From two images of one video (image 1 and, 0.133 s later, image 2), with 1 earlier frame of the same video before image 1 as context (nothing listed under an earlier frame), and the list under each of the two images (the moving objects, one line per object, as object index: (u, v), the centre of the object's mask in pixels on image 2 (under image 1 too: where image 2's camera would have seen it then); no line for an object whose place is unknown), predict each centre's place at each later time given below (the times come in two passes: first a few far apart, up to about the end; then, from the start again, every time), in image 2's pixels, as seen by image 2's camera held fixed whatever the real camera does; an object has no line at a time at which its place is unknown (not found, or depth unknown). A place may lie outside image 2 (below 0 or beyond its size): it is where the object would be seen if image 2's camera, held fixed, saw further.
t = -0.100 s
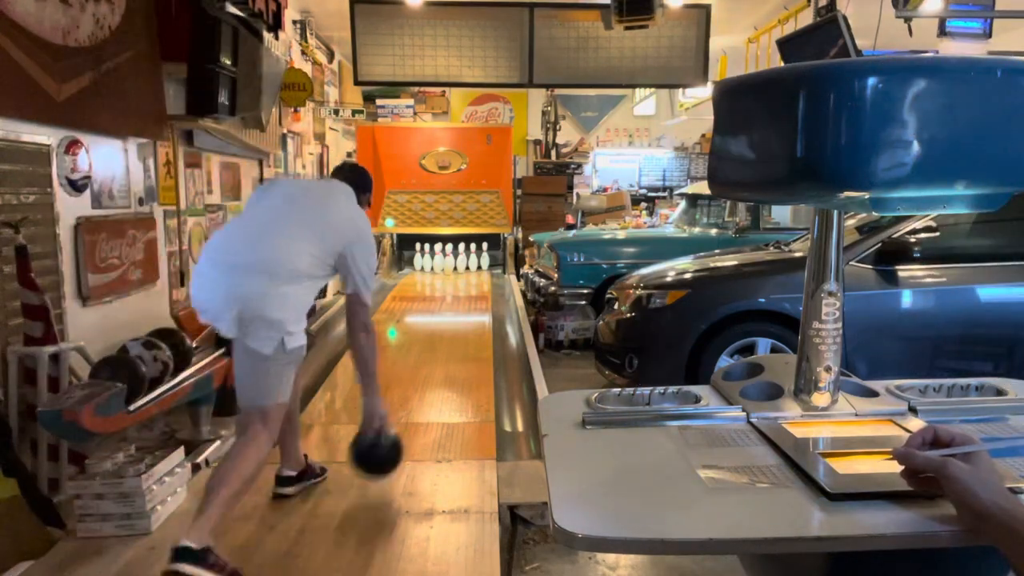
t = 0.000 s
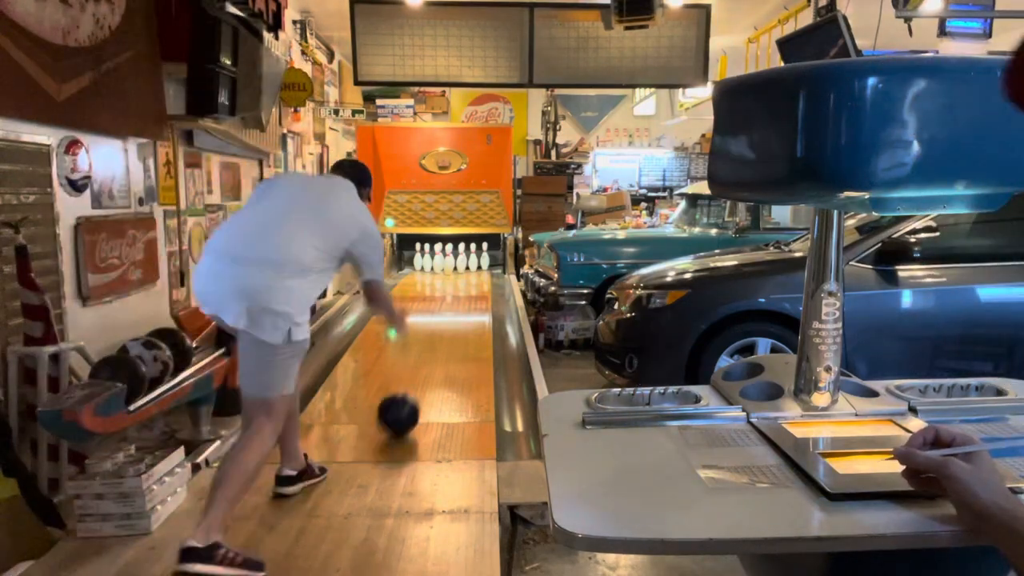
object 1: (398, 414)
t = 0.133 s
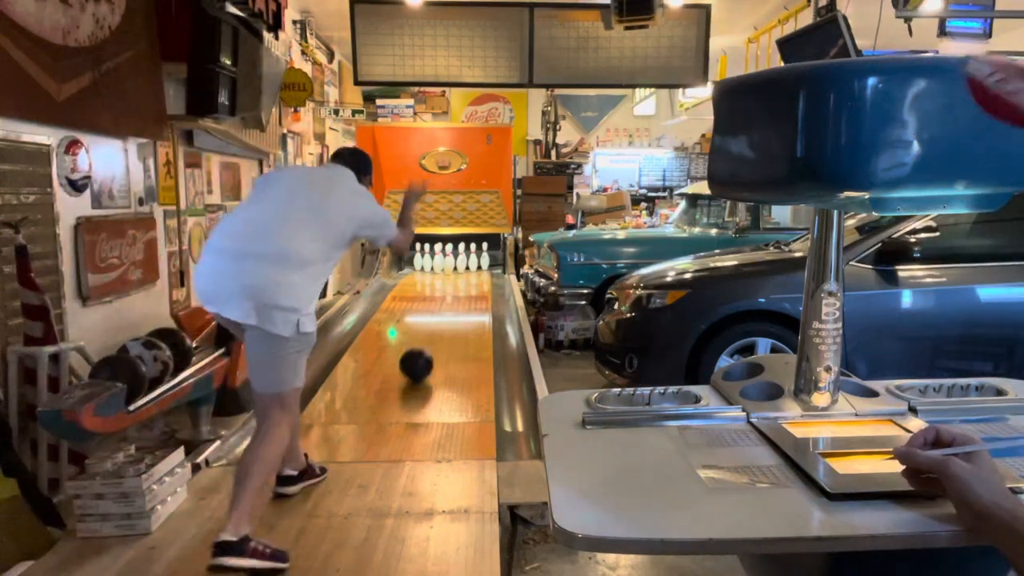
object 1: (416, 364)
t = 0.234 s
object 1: (425, 338)
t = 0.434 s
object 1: (438, 303)
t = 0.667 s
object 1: (449, 279)
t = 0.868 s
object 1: (455, 268)
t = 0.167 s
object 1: (419, 355)
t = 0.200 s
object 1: (422, 346)
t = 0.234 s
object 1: (425, 338)
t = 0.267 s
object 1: (428, 331)
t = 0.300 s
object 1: (430, 324)
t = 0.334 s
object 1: (432, 318)
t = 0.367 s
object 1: (435, 312)
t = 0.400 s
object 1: (436, 307)
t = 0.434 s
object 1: (438, 303)
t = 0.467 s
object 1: (440, 299)
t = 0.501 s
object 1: (442, 294)
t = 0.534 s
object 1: (443, 291)
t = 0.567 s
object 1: (445, 288)
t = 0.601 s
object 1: (446, 285)
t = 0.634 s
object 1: (448, 282)
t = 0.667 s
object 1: (449, 279)
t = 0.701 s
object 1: (450, 277)
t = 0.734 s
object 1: (451, 275)
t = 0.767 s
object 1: (452, 273)
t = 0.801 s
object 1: (453, 271)
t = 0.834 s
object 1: (454, 269)
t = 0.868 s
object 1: (455, 268)
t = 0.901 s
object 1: (459, 267)
